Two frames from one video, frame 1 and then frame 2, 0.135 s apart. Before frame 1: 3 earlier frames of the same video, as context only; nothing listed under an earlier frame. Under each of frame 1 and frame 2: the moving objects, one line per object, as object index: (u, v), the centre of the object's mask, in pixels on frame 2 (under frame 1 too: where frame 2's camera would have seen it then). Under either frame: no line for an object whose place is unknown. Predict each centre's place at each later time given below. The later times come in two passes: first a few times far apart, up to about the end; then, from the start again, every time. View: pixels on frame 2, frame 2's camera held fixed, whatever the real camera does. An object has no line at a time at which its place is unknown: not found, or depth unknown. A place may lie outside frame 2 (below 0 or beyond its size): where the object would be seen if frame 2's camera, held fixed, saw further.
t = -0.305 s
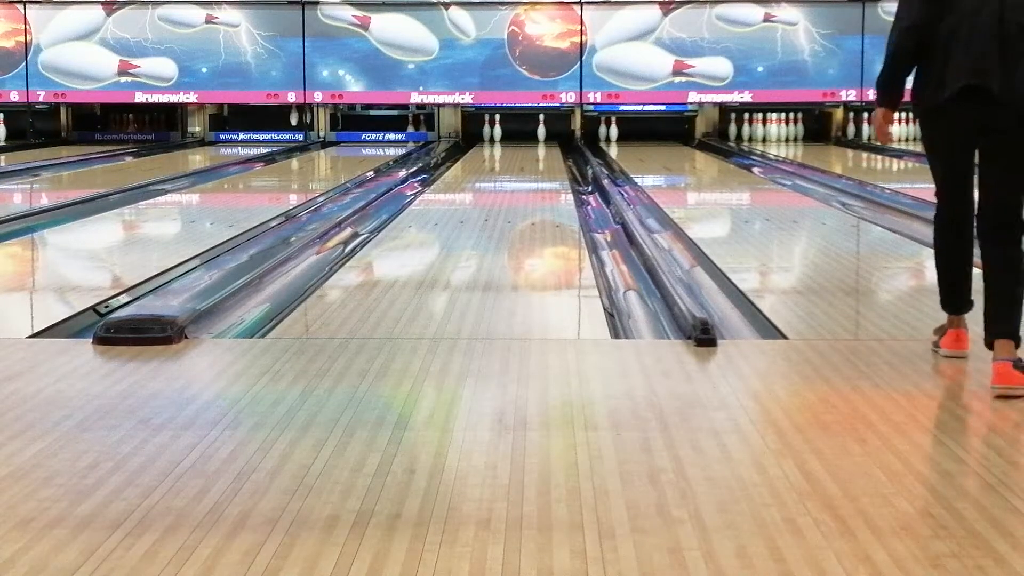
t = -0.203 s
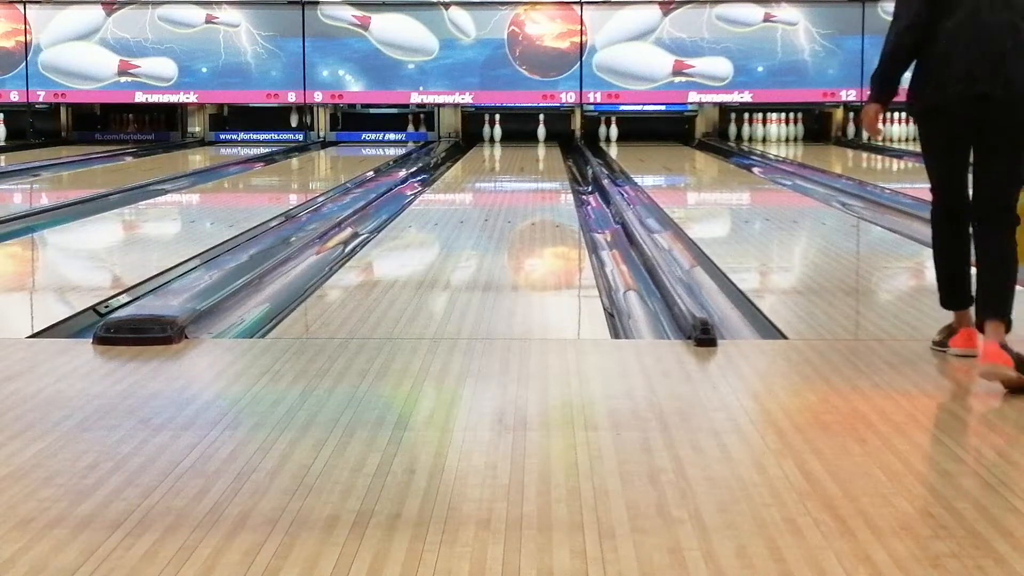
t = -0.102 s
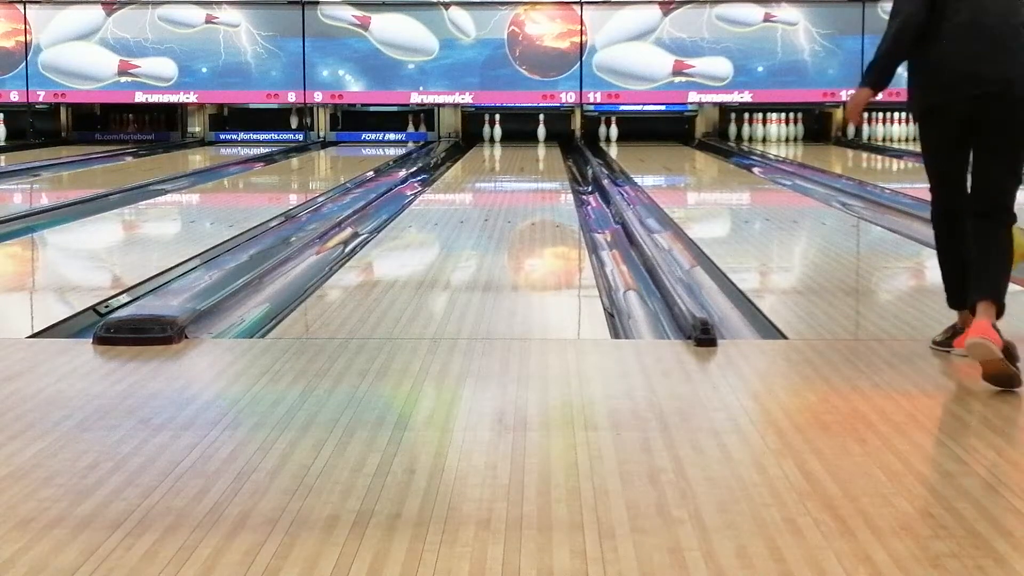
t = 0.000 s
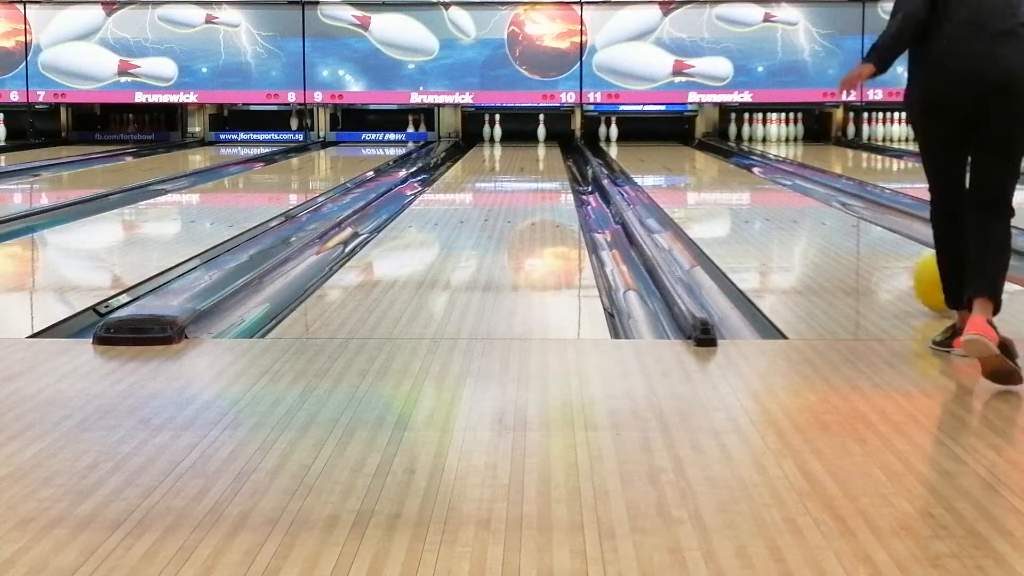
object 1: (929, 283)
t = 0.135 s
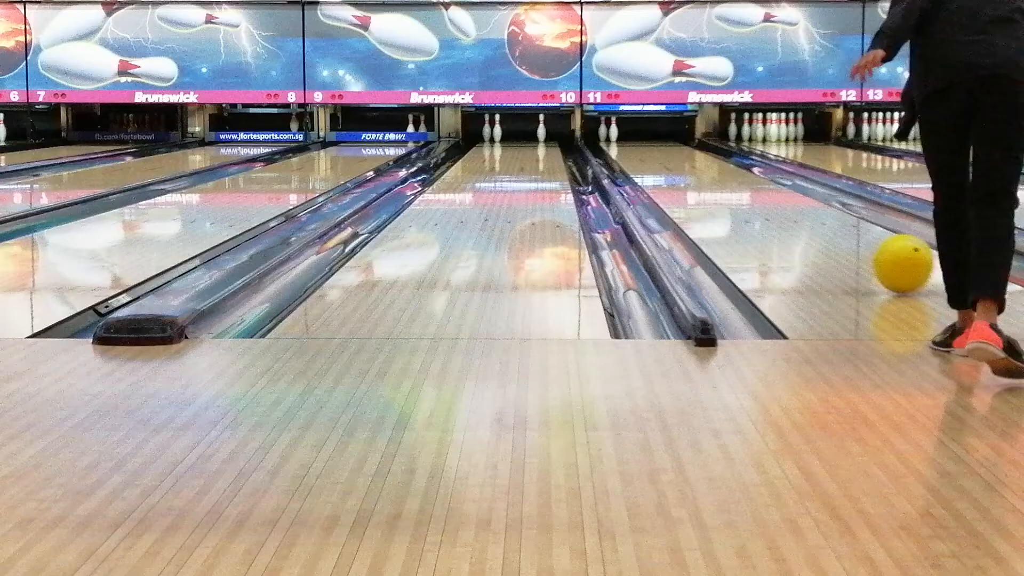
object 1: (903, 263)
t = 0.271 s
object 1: (868, 250)
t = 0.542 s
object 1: (813, 227)
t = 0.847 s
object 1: (768, 208)
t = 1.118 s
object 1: (737, 196)
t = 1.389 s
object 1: (713, 185)
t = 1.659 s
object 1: (694, 177)
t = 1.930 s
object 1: (677, 170)
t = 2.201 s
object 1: (663, 164)
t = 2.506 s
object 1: (650, 158)
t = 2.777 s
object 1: (640, 154)
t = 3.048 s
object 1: (632, 151)
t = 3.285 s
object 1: (624, 148)
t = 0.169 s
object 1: (894, 260)
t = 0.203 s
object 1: (884, 257)
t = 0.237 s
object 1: (876, 253)
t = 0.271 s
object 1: (868, 250)
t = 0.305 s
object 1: (860, 247)
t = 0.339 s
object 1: (853, 243)
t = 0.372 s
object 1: (845, 241)
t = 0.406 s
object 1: (838, 238)
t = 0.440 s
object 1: (831, 235)
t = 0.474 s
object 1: (824, 232)
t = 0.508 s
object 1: (819, 230)
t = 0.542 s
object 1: (813, 227)
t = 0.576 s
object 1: (807, 224)
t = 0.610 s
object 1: (802, 222)
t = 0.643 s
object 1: (796, 220)
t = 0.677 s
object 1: (791, 218)
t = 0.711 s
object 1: (786, 216)
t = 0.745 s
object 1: (781, 213)
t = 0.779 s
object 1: (777, 212)
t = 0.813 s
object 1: (772, 210)
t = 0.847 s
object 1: (768, 208)
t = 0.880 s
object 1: (764, 207)
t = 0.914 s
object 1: (760, 205)
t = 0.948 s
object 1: (756, 203)
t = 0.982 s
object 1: (752, 202)
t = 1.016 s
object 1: (748, 200)
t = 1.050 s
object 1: (744, 198)
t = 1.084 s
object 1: (740, 197)
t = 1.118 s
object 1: (737, 196)
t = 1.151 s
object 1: (734, 194)
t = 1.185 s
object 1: (730, 192)
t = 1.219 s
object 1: (728, 191)
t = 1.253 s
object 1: (725, 190)
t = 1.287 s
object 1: (721, 189)
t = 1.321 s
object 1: (719, 188)
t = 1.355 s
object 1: (716, 186)
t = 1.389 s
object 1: (713, 185)
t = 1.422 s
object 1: (710, 184)
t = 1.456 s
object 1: (708, 183)
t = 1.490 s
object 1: (705, 182)
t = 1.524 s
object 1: (703, 181)
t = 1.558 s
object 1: (700, 180)
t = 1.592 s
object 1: (698, 178)
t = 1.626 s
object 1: (696, 178)
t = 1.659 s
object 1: (694, 177)
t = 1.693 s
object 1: (691, 176)
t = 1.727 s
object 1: (689, 175)
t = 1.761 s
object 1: (687, 174)
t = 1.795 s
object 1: (685, 173)
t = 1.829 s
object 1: (683, 173)
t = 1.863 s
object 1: (681, 172)
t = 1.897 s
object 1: (679, 170)
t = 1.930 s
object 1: (677, 170)
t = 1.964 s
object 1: (675, 169)
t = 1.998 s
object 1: (674, 168)
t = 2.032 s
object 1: (671, 167)
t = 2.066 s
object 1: (670, 167)
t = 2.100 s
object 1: (668, 166)
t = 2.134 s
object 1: (666, 165)
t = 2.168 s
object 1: (664, 164)
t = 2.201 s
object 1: (663, 164)
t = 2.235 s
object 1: (661, 163)
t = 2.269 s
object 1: (660, 163)
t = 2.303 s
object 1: (658, 162)
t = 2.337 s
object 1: (657, 162)
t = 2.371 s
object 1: (655, 161)
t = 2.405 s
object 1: (654, 160)
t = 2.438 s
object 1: (652, 159)
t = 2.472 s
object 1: (651, 159)
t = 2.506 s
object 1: (650, 158)
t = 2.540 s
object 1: (648, 158)
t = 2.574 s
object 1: (647, 157)
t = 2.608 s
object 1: (646, 157)
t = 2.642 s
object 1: (645, 156)
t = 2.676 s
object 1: (643, 156)
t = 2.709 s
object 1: (642, 155)
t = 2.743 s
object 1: (641, 155)
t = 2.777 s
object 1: (640, 154)
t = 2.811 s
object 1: (639, 154)
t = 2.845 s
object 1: (637, 153)
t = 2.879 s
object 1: (637, 153)
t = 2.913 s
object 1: (635, 153)
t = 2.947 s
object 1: (635, 152)
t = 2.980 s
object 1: (634, 152)
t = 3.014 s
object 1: (633, 151)
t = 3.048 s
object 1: (632, 151)
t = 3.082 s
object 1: (630, 150)
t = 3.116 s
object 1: (630, 150)
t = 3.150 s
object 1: (629, 150)
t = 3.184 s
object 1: (628, 149)
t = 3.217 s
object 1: (627, 149)
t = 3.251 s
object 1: (626, 149)
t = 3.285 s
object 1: (624, 148)
